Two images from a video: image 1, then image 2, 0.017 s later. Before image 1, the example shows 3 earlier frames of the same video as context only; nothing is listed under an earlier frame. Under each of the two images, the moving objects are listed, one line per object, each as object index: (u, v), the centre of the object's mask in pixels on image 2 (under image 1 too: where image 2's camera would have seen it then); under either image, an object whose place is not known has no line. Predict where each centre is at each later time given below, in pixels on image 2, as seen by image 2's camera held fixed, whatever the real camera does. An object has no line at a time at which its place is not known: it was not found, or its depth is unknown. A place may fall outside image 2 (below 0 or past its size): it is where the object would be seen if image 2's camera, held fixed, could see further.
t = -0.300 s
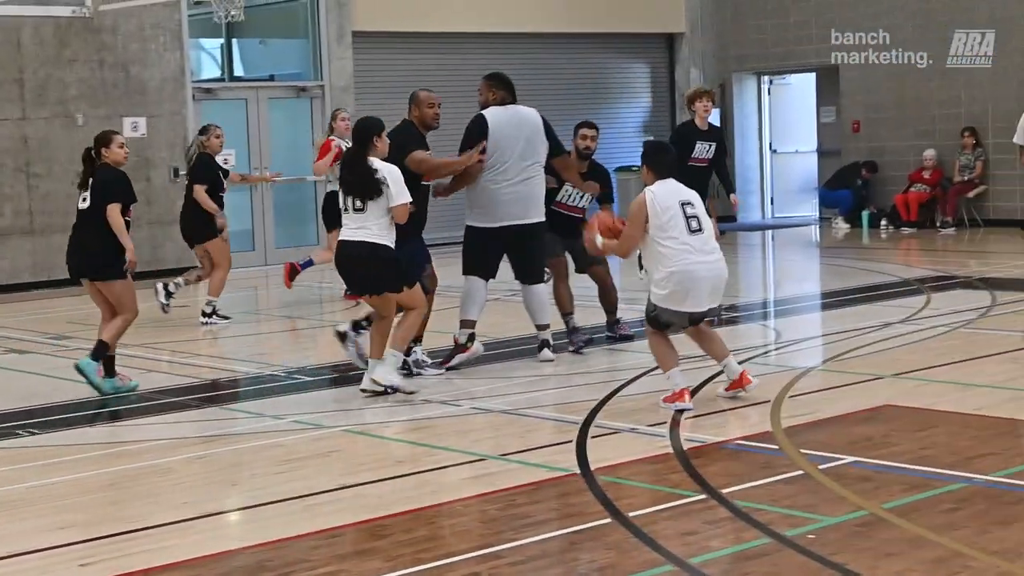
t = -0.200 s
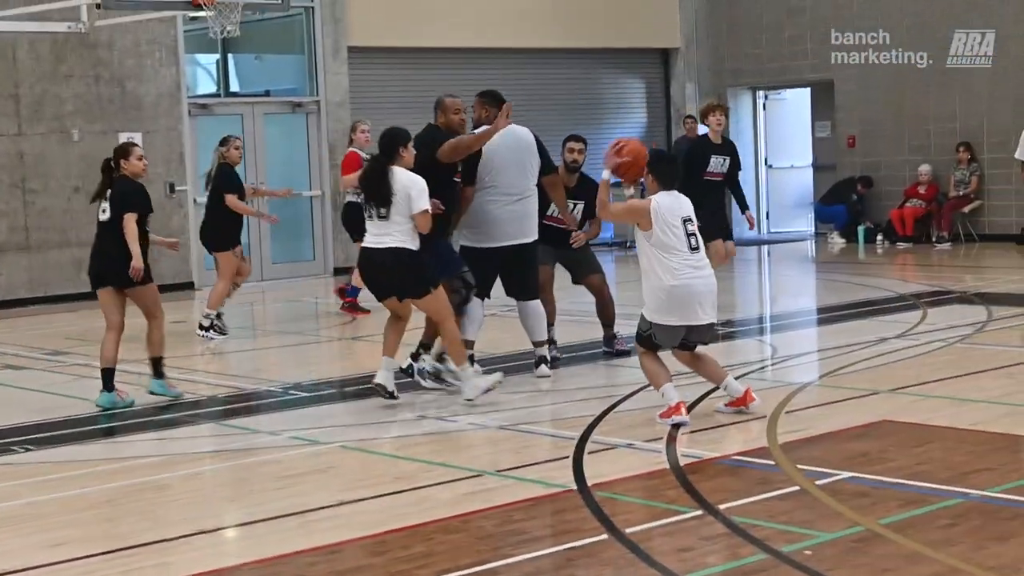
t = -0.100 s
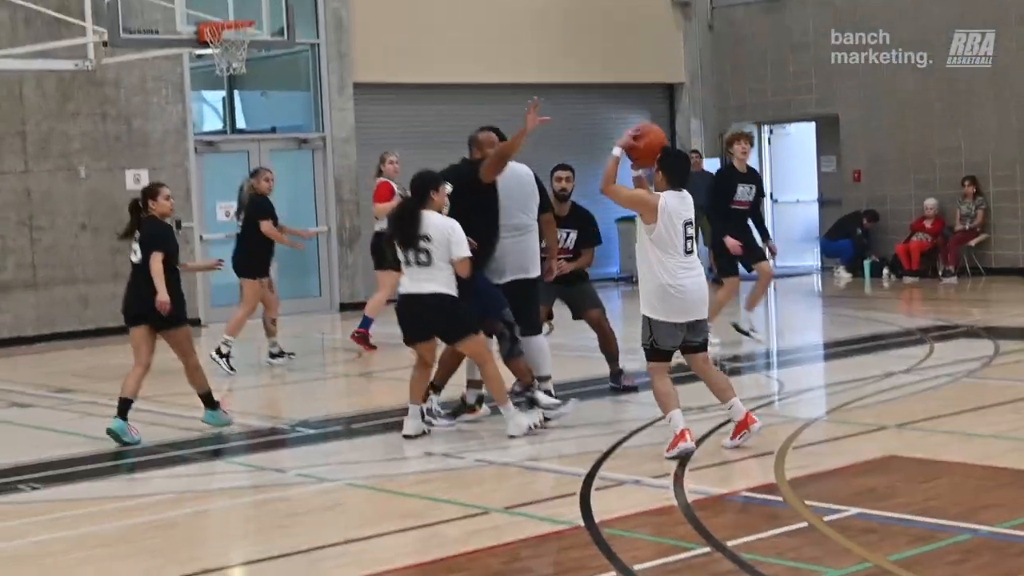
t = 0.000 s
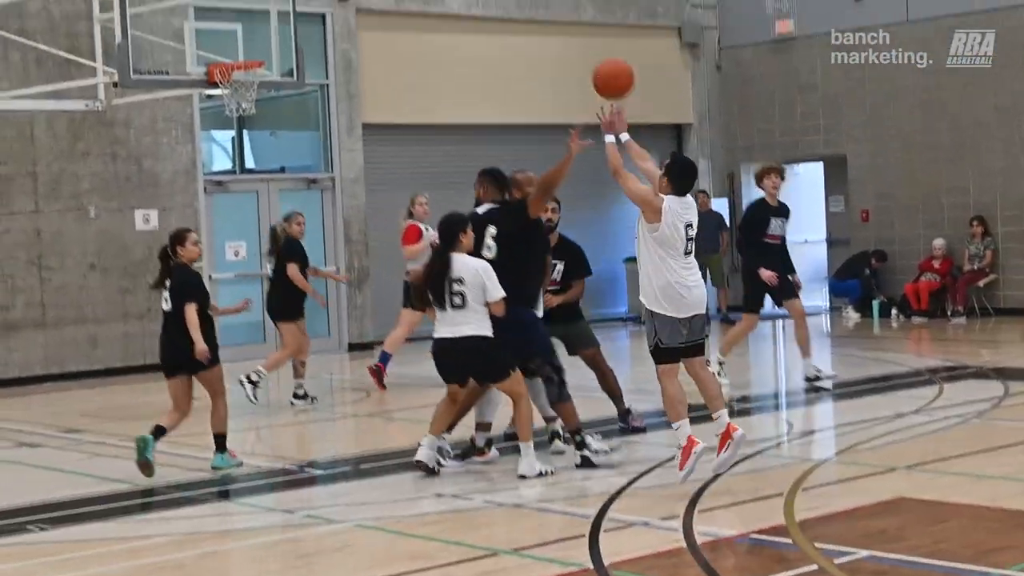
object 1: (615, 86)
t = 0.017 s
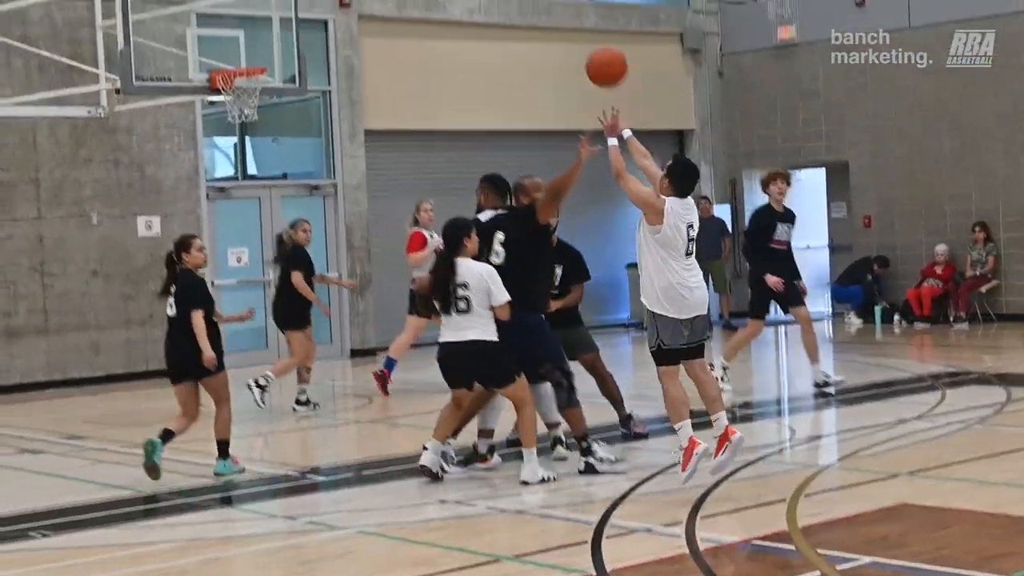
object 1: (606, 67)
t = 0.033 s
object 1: (597, 48)
